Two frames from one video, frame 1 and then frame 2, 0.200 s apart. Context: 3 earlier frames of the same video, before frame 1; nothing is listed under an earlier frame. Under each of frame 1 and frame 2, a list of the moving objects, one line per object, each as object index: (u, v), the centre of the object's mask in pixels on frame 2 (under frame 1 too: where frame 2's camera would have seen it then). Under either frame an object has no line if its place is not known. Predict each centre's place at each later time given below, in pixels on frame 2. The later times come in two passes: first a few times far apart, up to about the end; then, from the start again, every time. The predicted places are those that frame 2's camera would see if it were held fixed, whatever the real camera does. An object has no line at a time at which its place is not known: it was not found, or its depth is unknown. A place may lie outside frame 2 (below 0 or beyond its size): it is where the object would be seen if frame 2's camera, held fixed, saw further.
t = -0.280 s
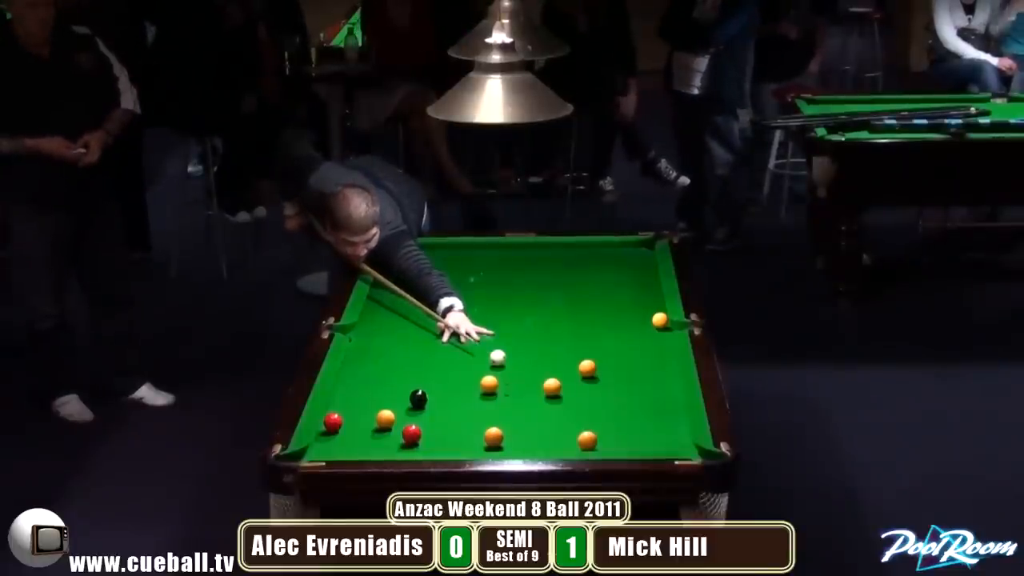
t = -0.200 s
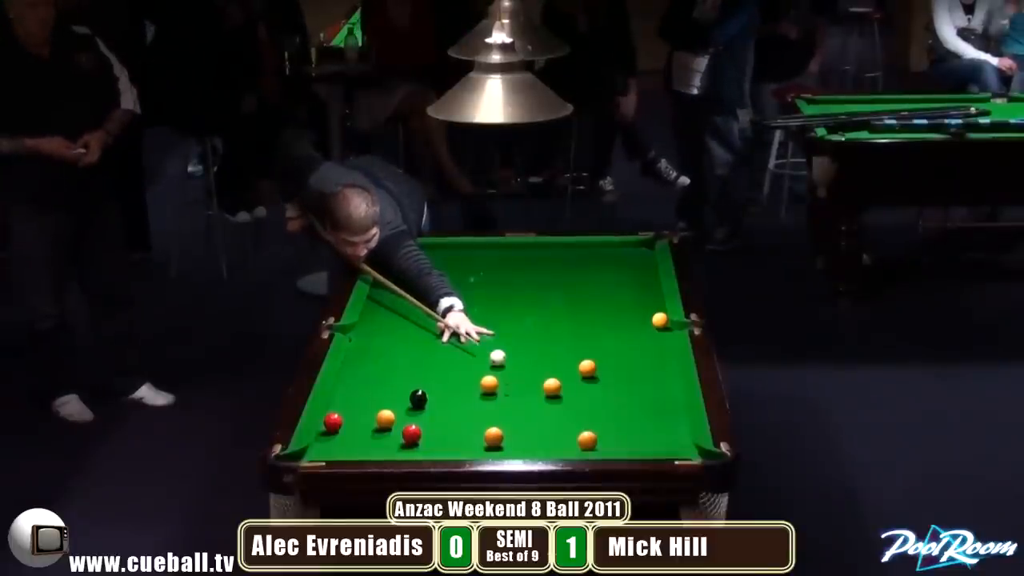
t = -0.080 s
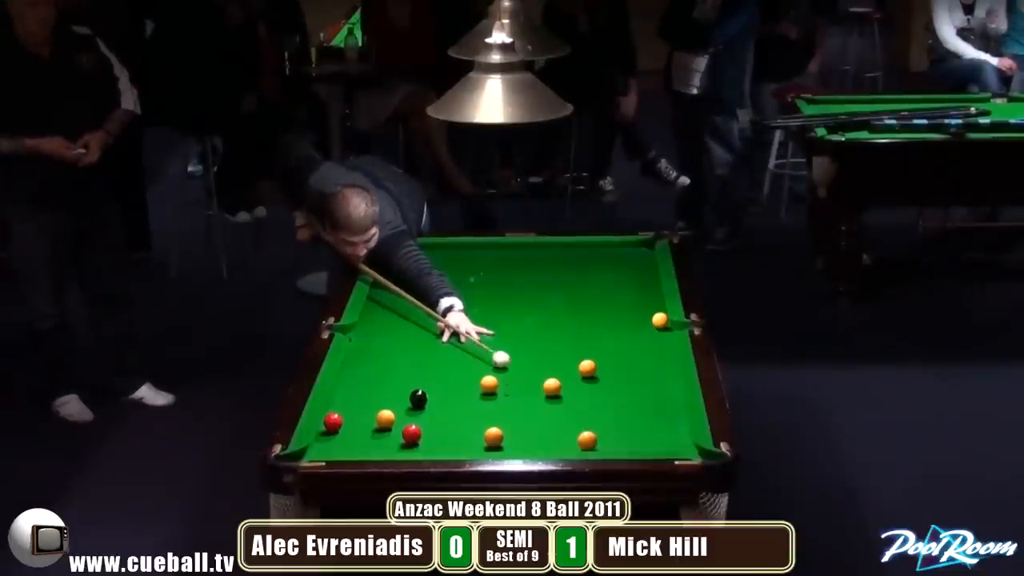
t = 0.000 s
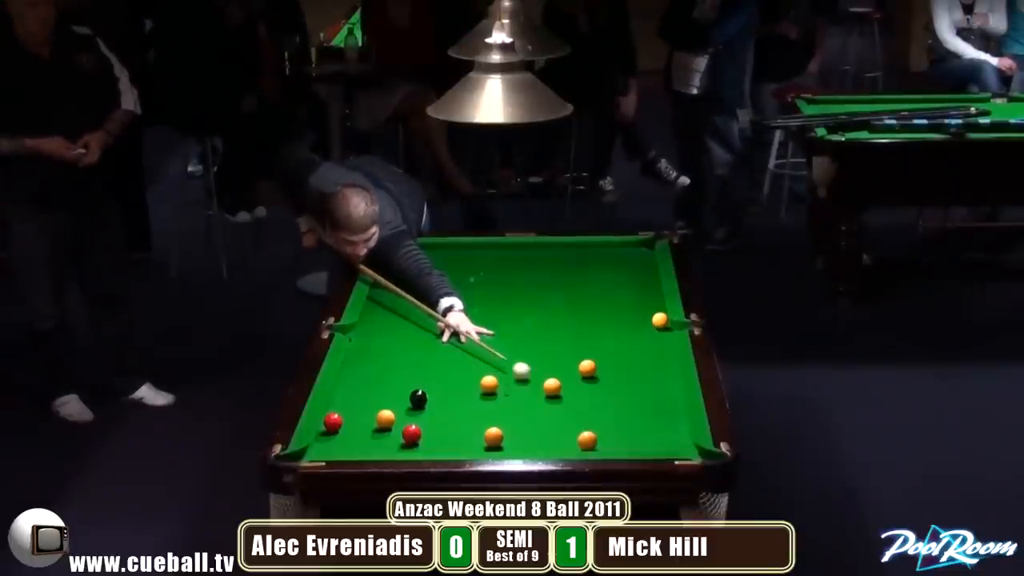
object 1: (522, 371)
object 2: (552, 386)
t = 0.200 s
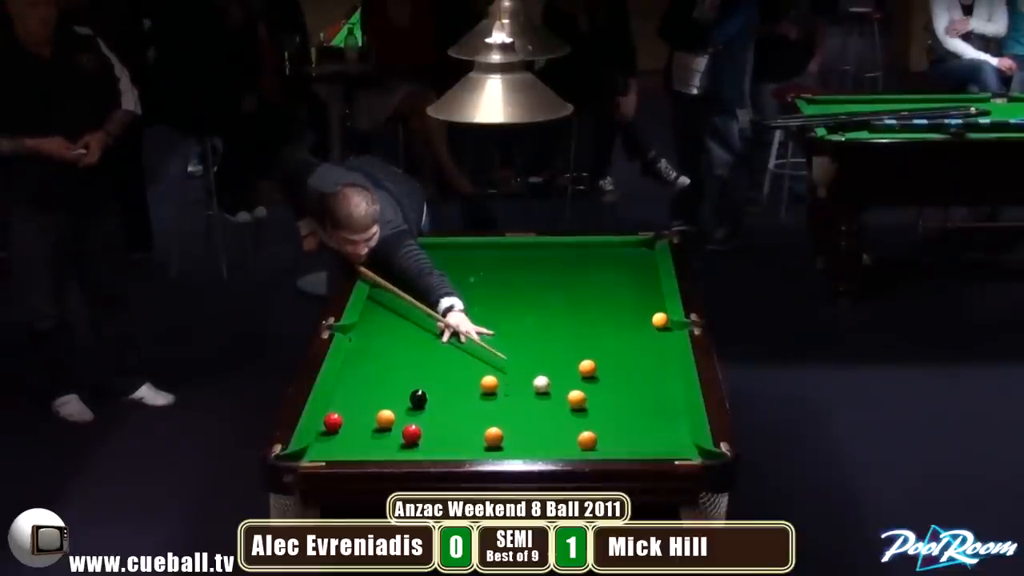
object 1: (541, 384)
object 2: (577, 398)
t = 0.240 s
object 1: (543, 385)
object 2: (583, 402)
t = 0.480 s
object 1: (548, 392)
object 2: (624, 423)
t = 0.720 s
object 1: (554, 399)
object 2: (666, 443)
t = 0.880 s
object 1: (557, 403)
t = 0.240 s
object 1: (543, 385)
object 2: (583, 402)
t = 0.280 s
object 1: (543, 386)
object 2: (590, 406)
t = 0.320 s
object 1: (545, 388)
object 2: (597, 409)
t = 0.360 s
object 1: (546, 389)
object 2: (603, 412)
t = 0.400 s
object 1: (547, 390)
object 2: (610, 416)
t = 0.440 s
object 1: (548, 391)
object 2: (617, 420)
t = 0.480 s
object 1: (548, 392)
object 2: (624, 423)
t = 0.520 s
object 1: (550, 393)
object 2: (631, 426)
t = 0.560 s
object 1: (550, 394)
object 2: (638, 430)
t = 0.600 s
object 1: (551, 396)
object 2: (645, 434)
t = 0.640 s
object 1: (552, 397)
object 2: (652, 437)
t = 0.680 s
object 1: (553, 398)
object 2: (659, 440)
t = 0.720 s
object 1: (554, 399)
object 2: (666, 443)
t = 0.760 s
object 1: (555, 400)
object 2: (674, 446)
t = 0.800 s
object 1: (555, 401)
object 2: (680, 448)
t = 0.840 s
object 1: (556, 402)
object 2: (689, 453)
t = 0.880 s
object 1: (557, 403)
